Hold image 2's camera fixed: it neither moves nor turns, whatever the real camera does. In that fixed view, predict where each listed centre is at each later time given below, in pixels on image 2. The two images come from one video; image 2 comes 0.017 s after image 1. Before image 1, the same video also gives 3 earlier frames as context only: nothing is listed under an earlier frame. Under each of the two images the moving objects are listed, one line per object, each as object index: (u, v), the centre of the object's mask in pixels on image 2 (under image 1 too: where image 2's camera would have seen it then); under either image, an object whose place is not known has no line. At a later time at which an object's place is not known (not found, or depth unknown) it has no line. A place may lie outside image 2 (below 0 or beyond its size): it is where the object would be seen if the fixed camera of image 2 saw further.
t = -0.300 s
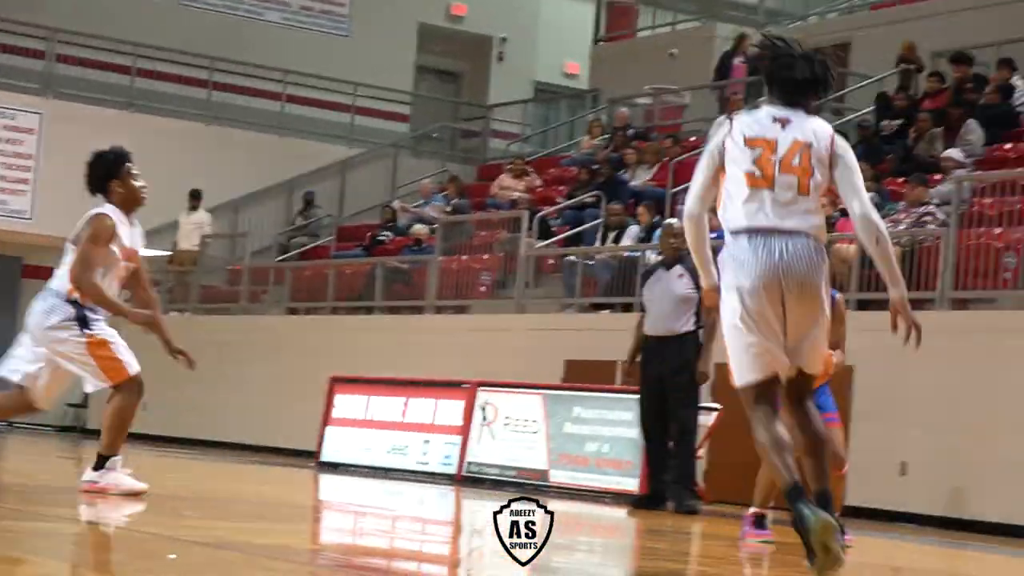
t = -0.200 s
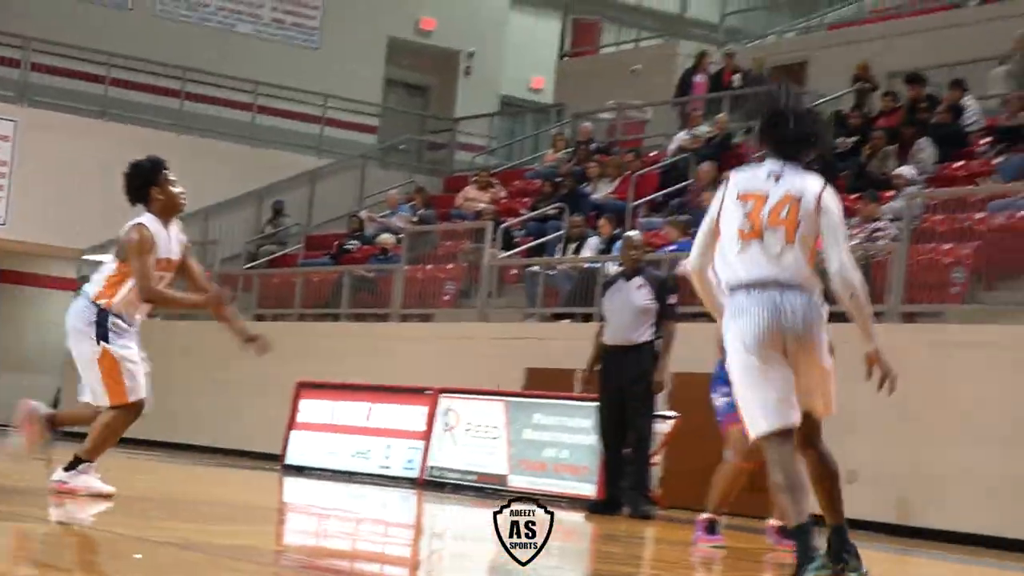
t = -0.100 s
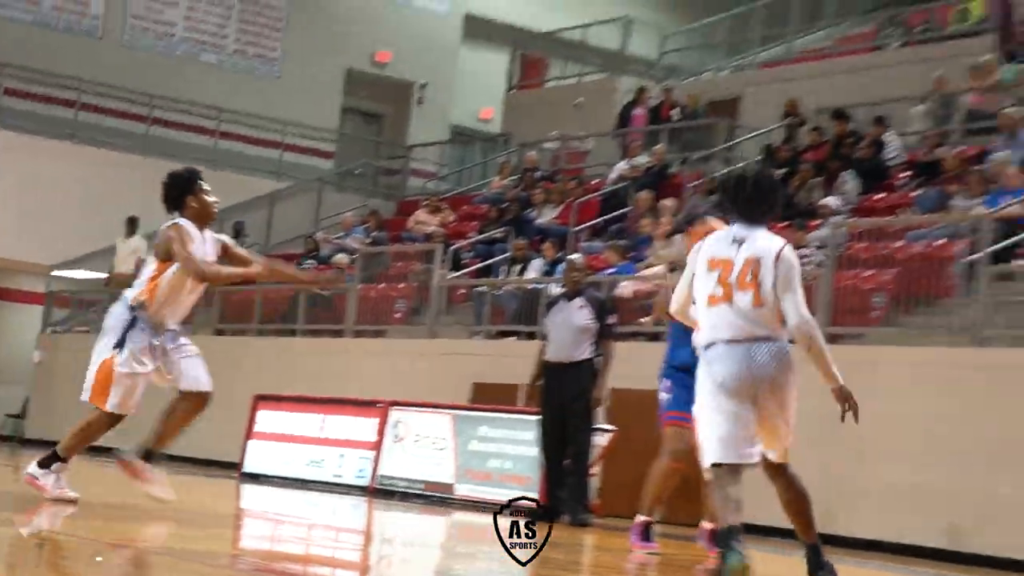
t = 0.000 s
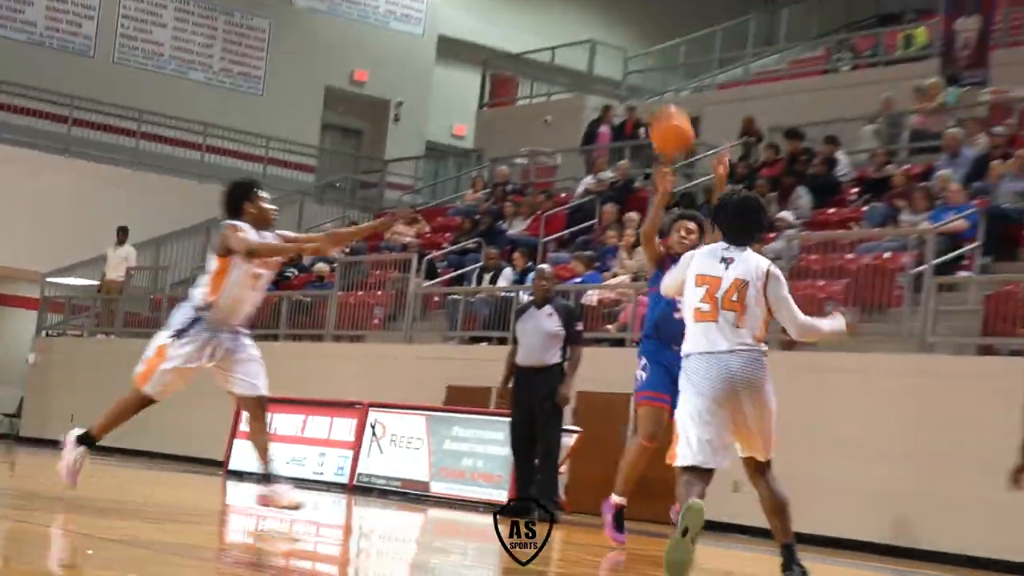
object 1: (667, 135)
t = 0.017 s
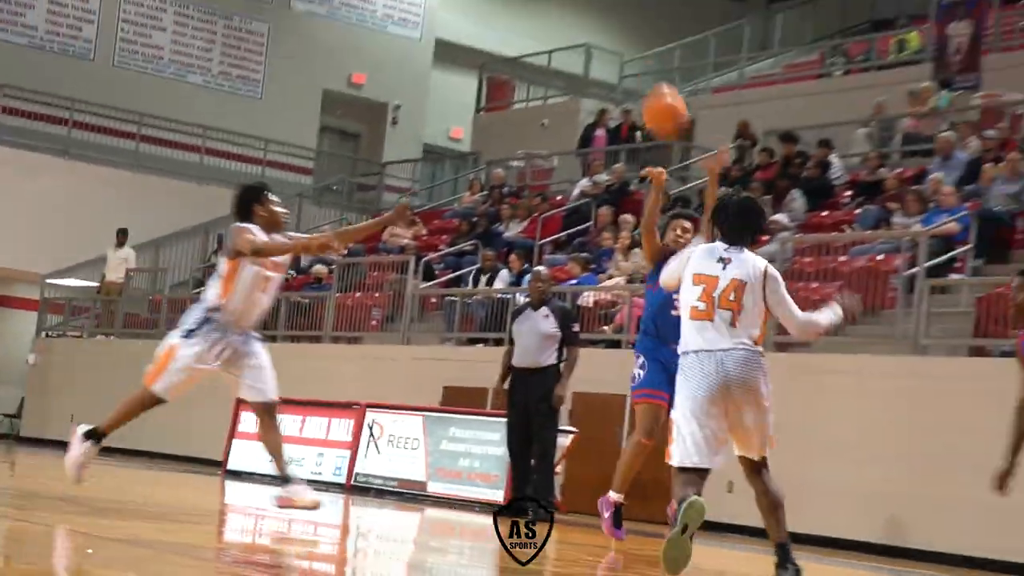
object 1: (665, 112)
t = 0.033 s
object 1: (661, 87)
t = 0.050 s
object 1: (657, 64)
